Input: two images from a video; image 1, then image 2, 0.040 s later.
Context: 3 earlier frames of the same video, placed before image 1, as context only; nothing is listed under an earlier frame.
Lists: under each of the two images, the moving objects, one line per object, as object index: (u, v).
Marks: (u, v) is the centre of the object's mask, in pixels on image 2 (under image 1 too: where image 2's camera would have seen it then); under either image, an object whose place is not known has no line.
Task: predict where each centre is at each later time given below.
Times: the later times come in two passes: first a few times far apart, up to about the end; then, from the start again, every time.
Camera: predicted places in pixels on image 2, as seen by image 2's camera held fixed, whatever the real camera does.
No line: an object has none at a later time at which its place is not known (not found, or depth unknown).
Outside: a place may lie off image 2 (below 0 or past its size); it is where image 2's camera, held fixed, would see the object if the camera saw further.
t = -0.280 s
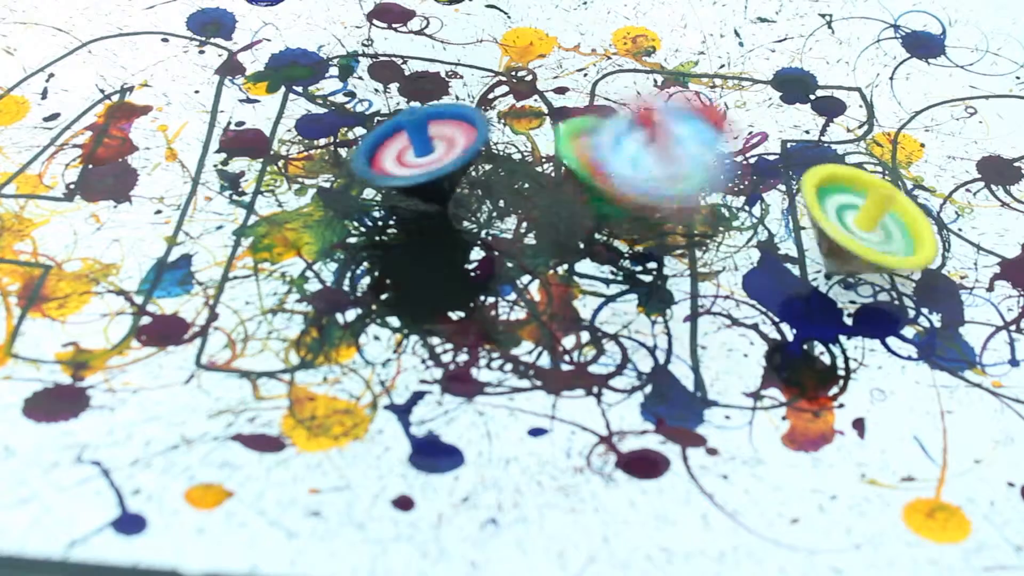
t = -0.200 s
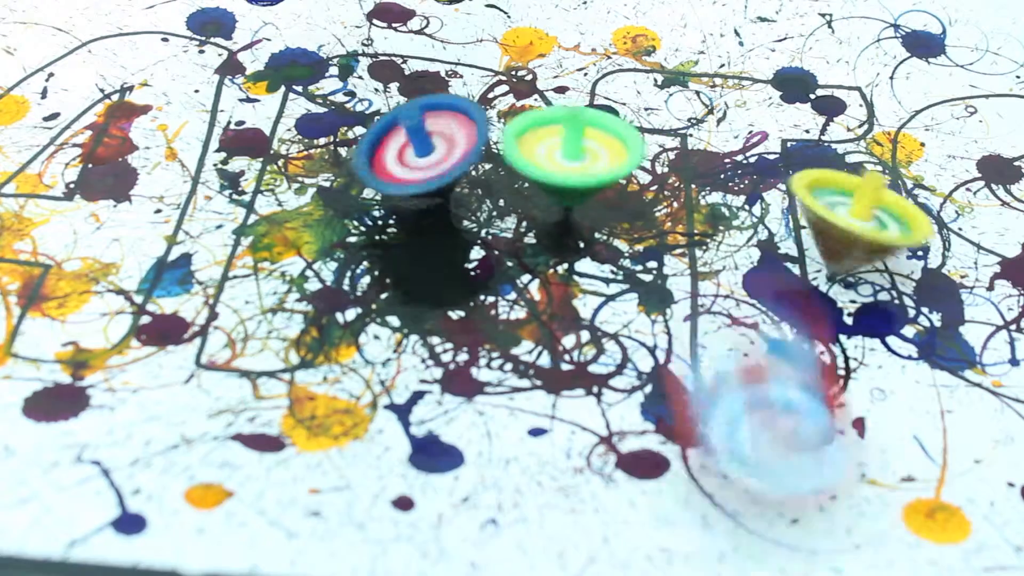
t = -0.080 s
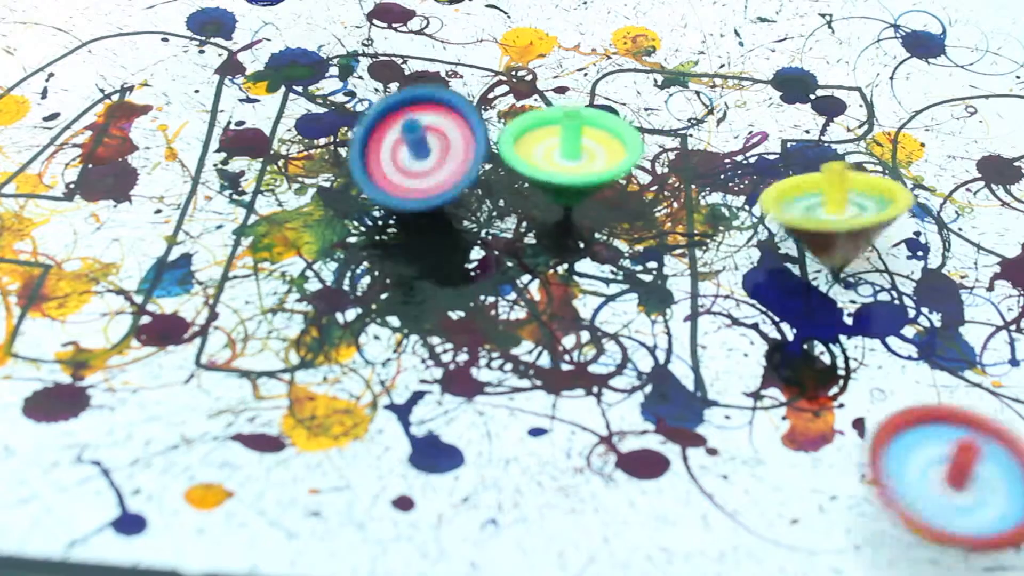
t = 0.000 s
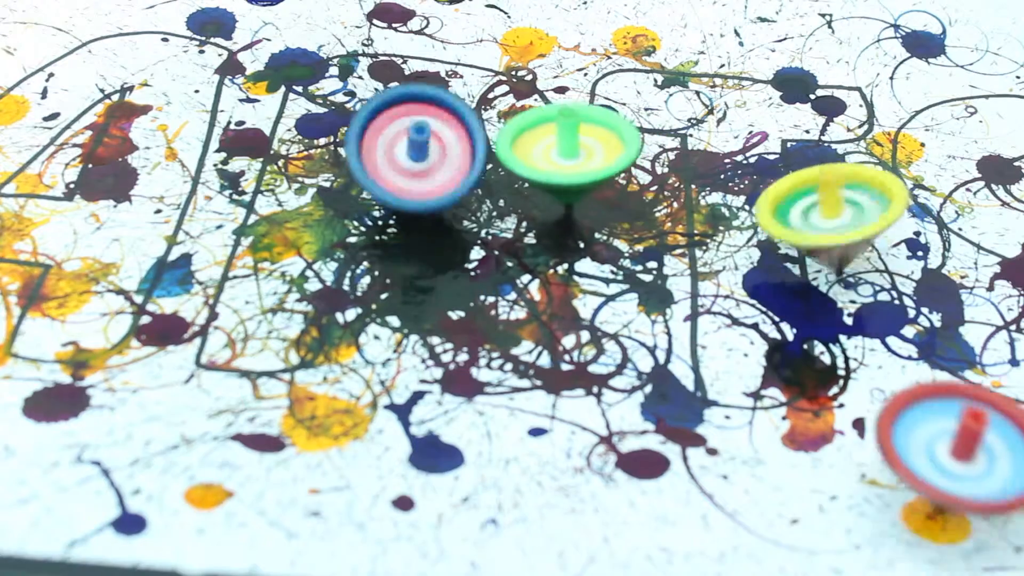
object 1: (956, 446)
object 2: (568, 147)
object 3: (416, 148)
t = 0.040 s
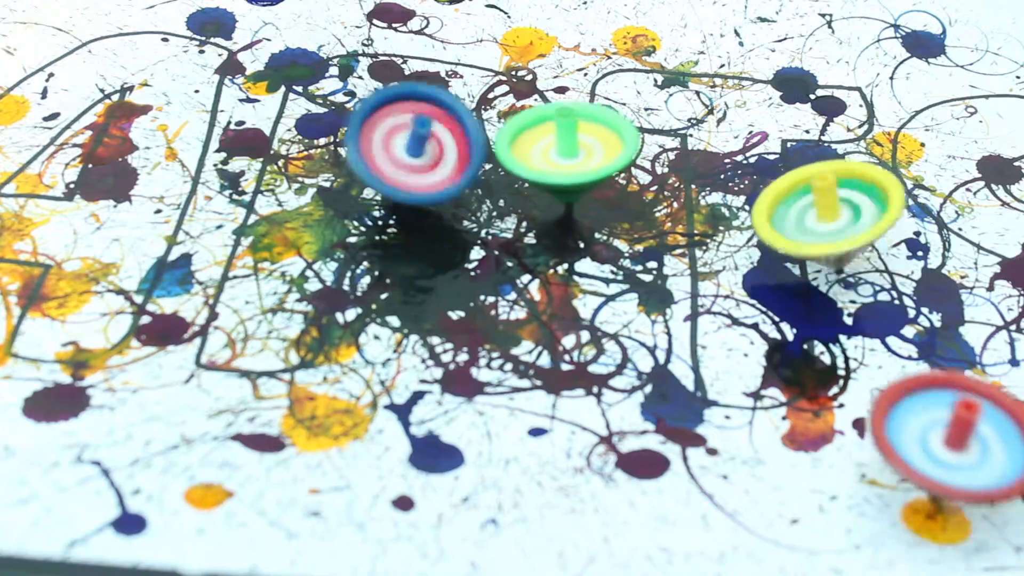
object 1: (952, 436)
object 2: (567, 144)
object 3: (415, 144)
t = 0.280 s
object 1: (902, 362)
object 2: (560, 140)
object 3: (405, 146)
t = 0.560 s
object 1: (843, 310)
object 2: (574, 128)
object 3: (340, 165)
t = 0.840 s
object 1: (830, 309)
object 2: (580, 128)
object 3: (341, 154)
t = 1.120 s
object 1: (827, 309)
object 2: (580, 128)
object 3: (353, 149)
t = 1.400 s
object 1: (824, 310)
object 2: (575, 132)
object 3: (358, 143)
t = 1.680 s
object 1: (819, 306)
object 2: (573, 132)
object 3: (349, 140)
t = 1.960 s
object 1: (819, 306)
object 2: (576, 131)
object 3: (354, 130)
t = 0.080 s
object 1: (946, 423)
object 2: (566, 144)
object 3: (411, 144)
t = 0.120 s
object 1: (938, 410)
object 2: (565, 143)
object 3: (413, 145)
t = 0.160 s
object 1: (929, 398)
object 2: (563, 142)
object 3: (409, 142)
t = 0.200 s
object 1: (921, 386)
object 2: (562, 142)
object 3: (410, 144)
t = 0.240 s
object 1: (912, 374)
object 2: (561, 141)
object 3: (407, 145)
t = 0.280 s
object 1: (902, 362)
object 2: (560, 140)
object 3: (405, 146)
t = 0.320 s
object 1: (894, 353)
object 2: (559, 139)
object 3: (404, 147)
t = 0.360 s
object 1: (887, 344)
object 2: (558, 138)
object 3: (406, 149)
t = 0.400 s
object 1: (878, 335)
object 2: (558, 137)
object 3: (408, 150)
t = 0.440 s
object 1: (871, 327)
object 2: (561, 133)
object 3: (406, 148)
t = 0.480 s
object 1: (862, 319)
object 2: (575, 127)
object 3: (369, 143)
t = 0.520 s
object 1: (853, 313)
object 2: (570, 128)
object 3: (341, 153)
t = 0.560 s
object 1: (843, 310)
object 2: (574, 128)
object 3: (340, 165)
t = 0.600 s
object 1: (836, 309)
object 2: (574, 127)
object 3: (361, 162)
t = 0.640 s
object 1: (831, 310)
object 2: (576, 128)
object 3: (362, 154)
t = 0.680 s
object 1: (828, 309)
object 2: (576, 127)
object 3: (347, 152)
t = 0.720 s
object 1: (826, 309)
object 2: (577, 128)
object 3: (346, 153)
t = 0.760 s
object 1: (827, 311)
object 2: (577, 128)
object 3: (358, 152)
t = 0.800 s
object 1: (832, 313)
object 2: (578, 129)
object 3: (354, 152)
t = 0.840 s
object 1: (830, 309)
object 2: (580, 128)
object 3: (341, 154)
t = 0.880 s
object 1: (827, 308)
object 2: (580, 128)
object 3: (342, 153)
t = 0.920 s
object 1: (826, 309)
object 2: (580, 128)
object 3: (351, 149)
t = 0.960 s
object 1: (827, 309)
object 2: (581, 128)
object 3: (348, 150)
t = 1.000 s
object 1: (827, 309)
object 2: (581, 127)
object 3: (340, 151)
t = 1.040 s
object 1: (827, 309)
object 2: (581, 127)
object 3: (343, 152)
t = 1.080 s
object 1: (827, 309)
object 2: (581, 126)
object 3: (352, 153)
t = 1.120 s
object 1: (827, 309)
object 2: (580, 128)
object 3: (353, 149)
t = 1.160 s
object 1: (828, 310)
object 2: (580, 128)
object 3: (351, 148)
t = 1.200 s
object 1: (829, 311)
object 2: (578, 130)
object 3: (358, 150)
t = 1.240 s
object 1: (829, 310)
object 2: (578, 131)
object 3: (364, 148)
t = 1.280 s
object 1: (828, 310)
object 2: (578, 132)
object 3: (363, 142)
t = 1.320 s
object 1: (827, 310)
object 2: (576, 132)
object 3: (361, 143)
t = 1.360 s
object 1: (825, 310)
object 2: (575, 132)
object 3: (360, 143)
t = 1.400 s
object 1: (824, 310)
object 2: (575, 132)
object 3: (358, 143)
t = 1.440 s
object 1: (826, 311)
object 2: (574, 133)
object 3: (356, 142)
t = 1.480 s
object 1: (836, 318)
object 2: (573, 133)
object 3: (353, 141)
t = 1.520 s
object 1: (835, 316)
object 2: (573, 133)
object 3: (348, 142)
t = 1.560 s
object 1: (830, 311)
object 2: (573, 133)
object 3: (348, 141)
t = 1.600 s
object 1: (824, 308)
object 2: (573, 133)
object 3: (350, 141)
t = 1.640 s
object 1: (821, 306)
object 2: (573, 133)
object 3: (350, 140)
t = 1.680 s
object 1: (819, 306)
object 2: (573, 132)
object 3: (349, 140)
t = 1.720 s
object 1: (819, 306)
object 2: (573, 132)
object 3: (354, 138)
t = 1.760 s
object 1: (819, 306)
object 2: (575, 132)
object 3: (357, 138)
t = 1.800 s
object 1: (818, 306)
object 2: (576, 132)
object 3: (357, 136)
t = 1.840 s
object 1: (818, 306)
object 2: (576, 132)
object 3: (359, 132)
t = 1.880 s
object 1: (818, 306)
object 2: (576, 132)
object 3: (361, 132)
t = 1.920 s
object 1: (819, 306)
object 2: (577, 131)
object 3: (357, 131)
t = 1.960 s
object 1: (819, 306)
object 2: (576, 131)
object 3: (354, 130)
